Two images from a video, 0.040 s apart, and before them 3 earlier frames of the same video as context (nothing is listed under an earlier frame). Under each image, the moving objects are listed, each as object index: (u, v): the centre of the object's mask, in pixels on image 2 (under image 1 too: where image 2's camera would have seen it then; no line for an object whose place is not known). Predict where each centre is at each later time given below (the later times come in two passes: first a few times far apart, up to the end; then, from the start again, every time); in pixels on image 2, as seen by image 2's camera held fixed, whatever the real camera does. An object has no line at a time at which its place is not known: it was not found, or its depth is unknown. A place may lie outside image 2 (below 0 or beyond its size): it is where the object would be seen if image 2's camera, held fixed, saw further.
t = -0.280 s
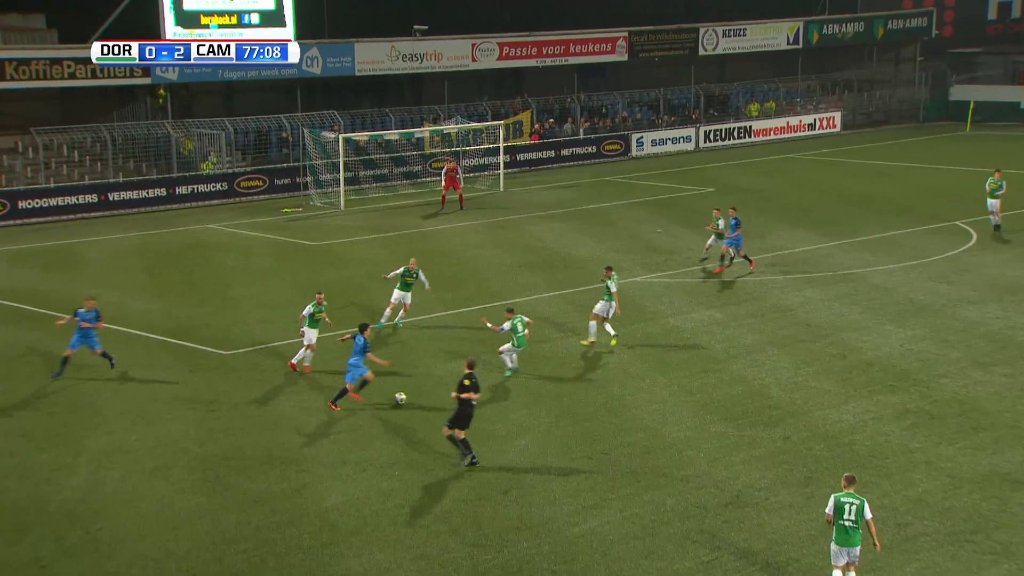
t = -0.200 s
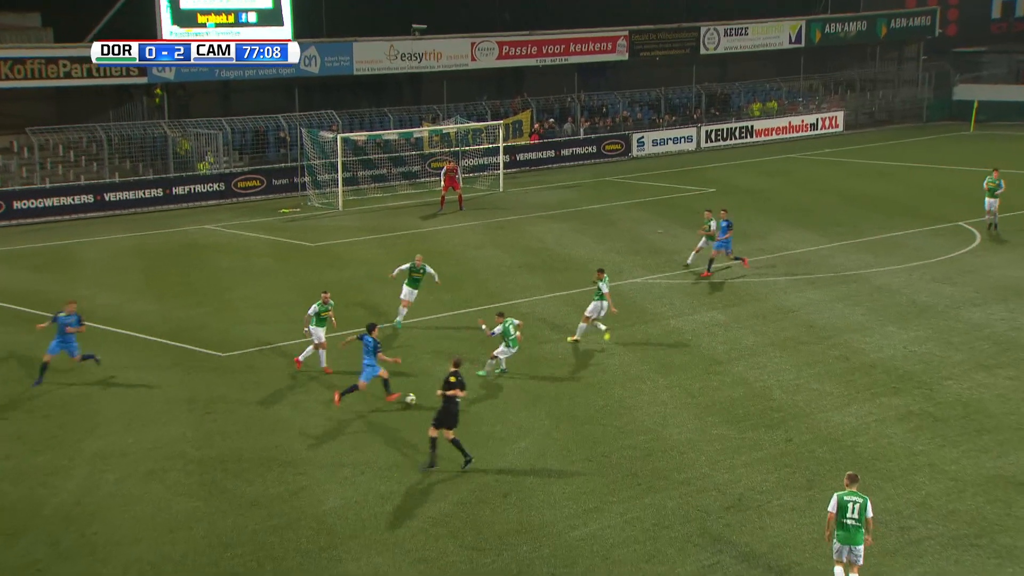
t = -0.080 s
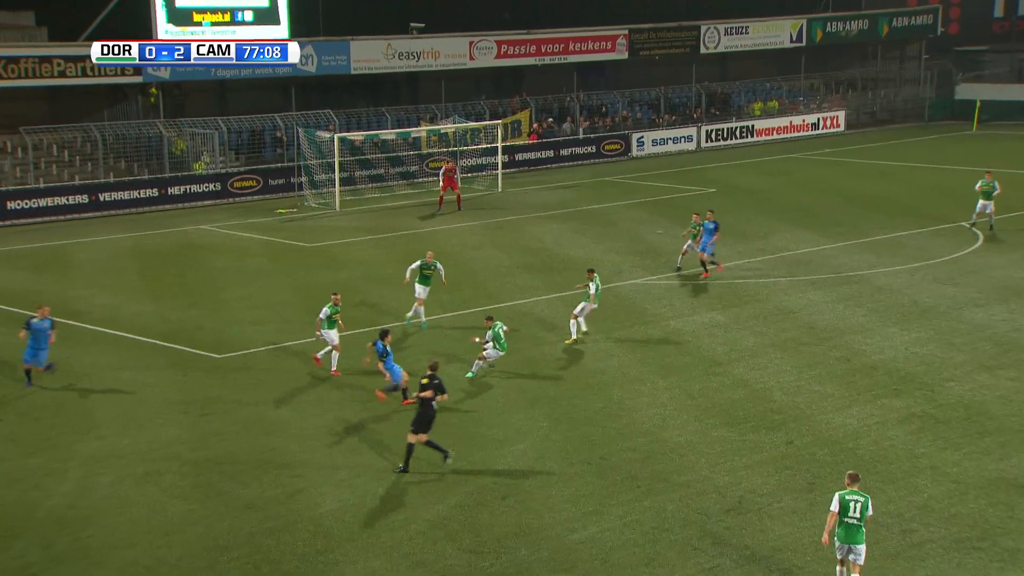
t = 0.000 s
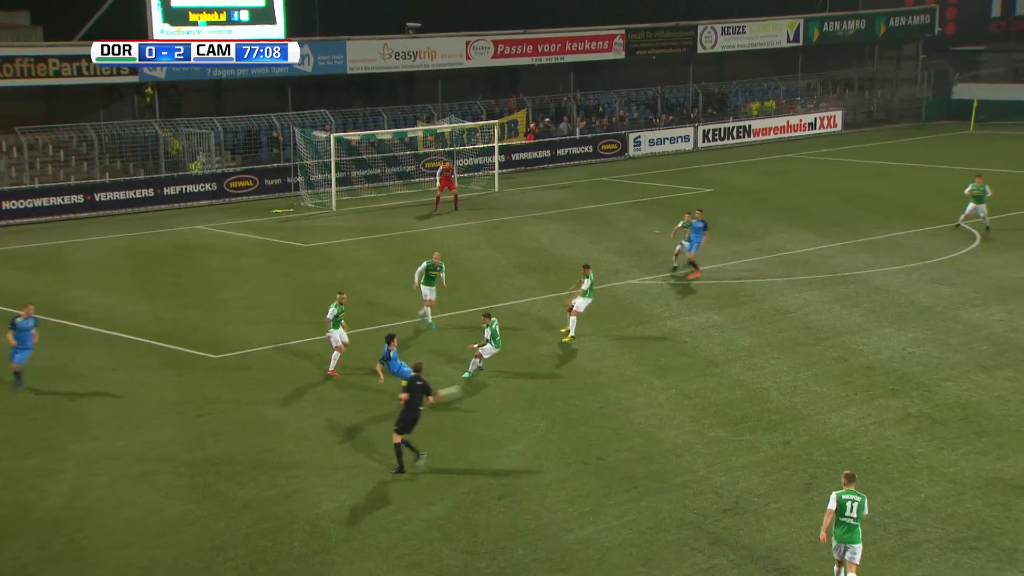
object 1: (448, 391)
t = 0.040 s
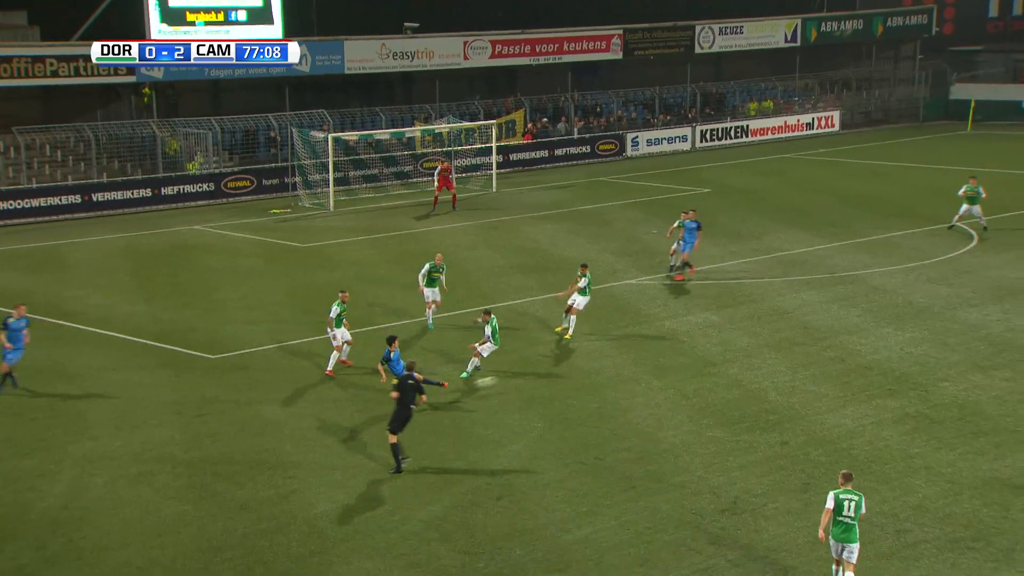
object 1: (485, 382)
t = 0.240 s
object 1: (648, 352)
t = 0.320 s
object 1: (701, 344)
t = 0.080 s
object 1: (522, 373)
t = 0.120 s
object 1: (555, 366)
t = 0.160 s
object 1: (588, 360)
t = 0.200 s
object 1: (619, 355)
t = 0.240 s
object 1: (648, 352)
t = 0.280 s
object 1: (676, 349)
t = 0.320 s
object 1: (701, 344)
